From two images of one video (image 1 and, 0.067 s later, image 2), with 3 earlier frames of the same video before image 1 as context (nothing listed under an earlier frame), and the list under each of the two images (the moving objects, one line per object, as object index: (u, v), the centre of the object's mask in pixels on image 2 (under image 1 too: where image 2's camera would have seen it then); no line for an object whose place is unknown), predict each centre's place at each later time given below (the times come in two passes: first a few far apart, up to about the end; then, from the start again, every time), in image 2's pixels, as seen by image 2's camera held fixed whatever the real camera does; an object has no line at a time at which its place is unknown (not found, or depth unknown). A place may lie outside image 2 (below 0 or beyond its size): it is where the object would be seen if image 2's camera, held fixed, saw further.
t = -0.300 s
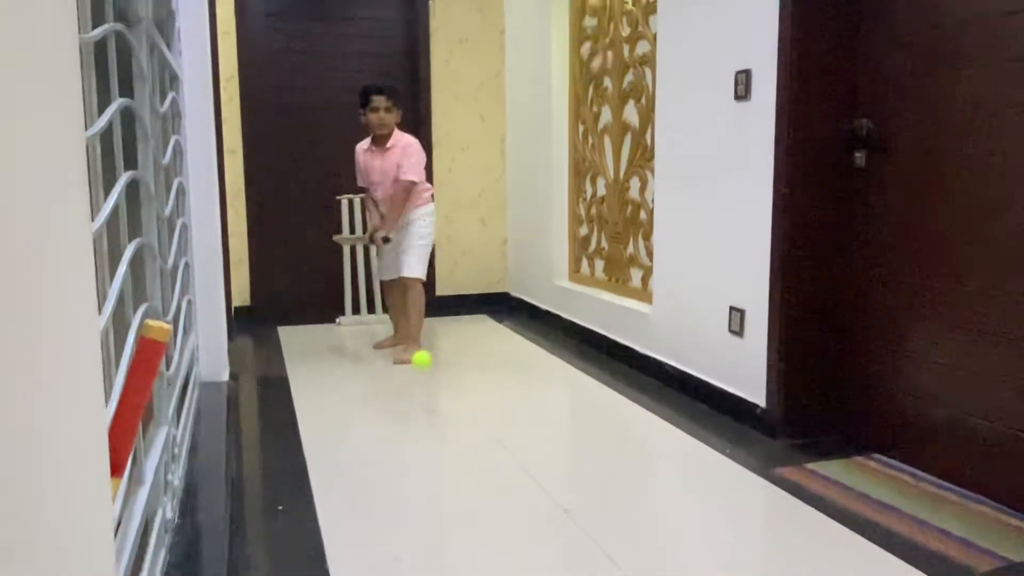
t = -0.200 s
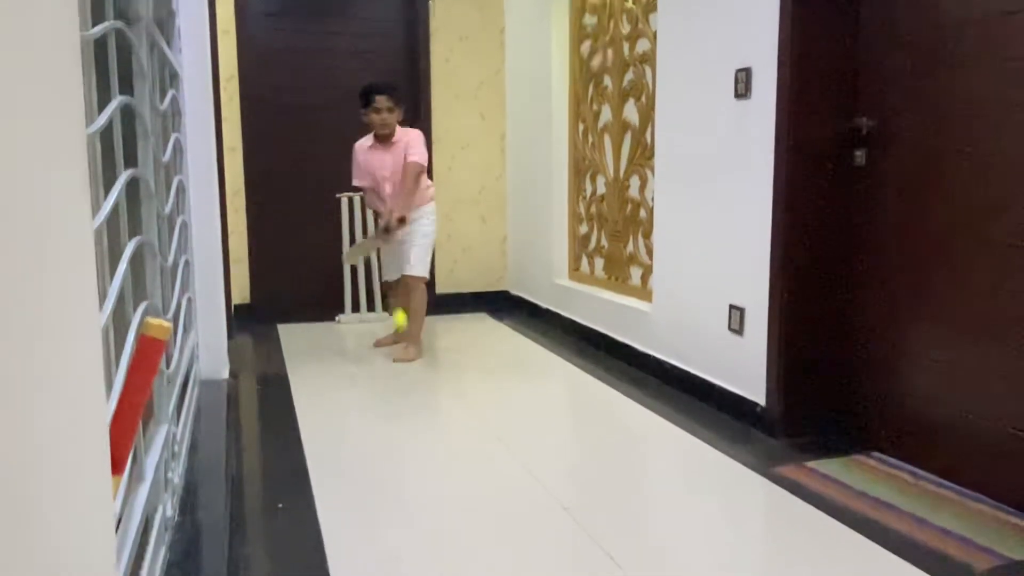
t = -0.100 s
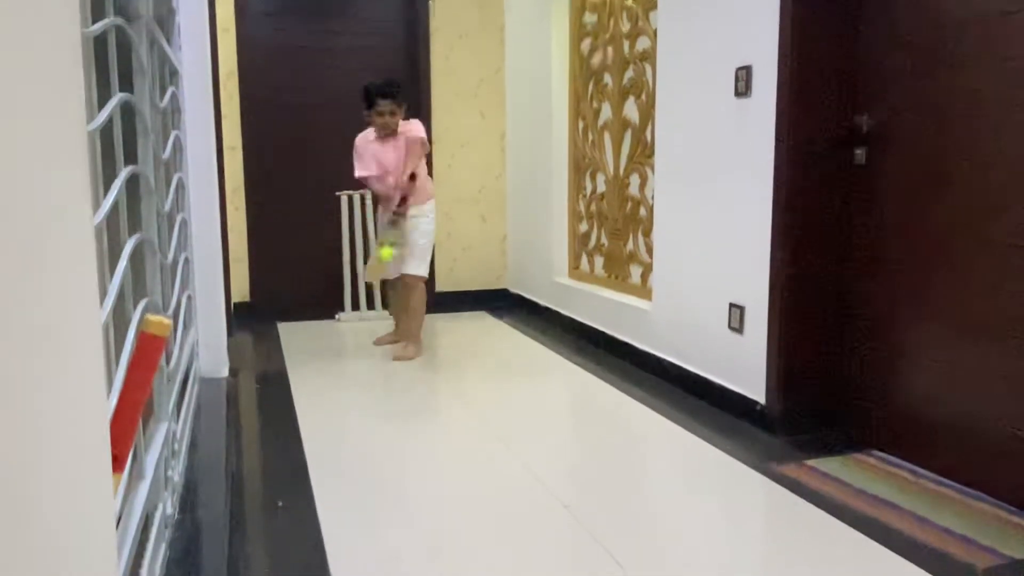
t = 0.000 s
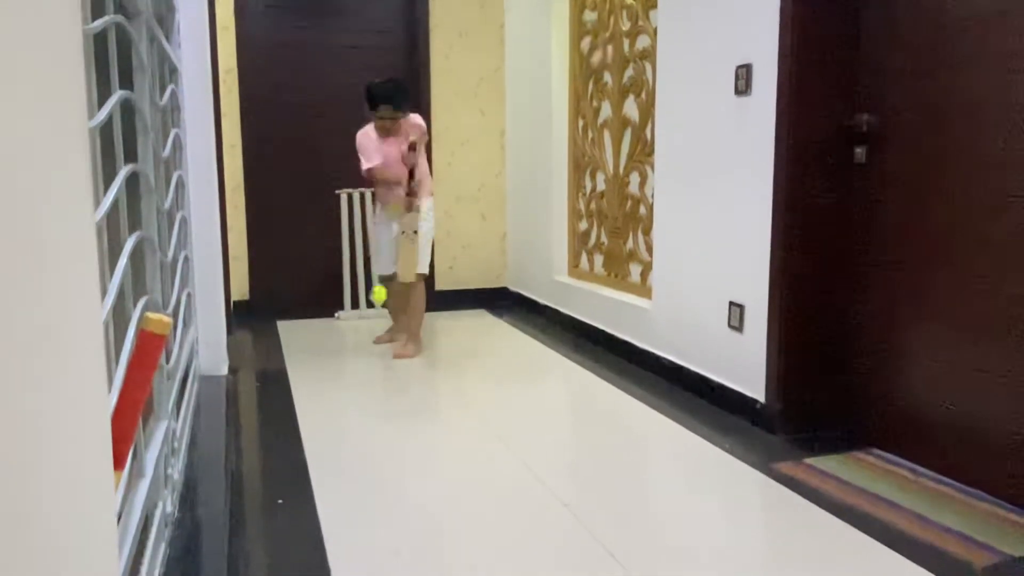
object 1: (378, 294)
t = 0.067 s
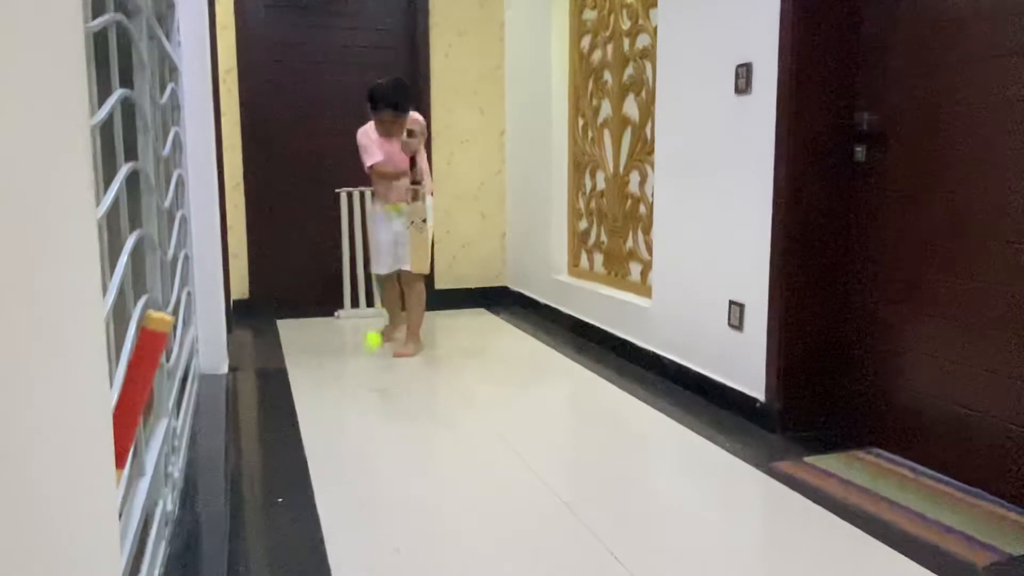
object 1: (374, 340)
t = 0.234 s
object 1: (365, 370)
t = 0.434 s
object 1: (361, 381)
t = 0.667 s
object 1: (355, 470)
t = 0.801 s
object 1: (346, 501)
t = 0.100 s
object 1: (369, 370)
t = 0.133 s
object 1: (366, 406)
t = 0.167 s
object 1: (365, 391)
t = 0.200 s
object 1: (365, 379)
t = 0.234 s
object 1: (365, 370)
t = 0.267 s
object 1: (364, 362)
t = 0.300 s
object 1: (363, 359)
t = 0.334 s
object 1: (363, 359)
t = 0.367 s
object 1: (363, 363)
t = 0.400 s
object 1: (362, 370)
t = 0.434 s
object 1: (361, 381)
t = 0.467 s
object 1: (361, 397)
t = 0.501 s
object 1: (361, 417)
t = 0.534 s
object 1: (361, 441)
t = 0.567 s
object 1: (361, 476)
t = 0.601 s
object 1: (360, 483)
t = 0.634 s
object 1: (357, 474)
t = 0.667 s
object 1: (355, 470)
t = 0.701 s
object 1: (353, 470)
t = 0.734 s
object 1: (351, 475)
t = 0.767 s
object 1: (349, 486)
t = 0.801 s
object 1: (346, 501)
